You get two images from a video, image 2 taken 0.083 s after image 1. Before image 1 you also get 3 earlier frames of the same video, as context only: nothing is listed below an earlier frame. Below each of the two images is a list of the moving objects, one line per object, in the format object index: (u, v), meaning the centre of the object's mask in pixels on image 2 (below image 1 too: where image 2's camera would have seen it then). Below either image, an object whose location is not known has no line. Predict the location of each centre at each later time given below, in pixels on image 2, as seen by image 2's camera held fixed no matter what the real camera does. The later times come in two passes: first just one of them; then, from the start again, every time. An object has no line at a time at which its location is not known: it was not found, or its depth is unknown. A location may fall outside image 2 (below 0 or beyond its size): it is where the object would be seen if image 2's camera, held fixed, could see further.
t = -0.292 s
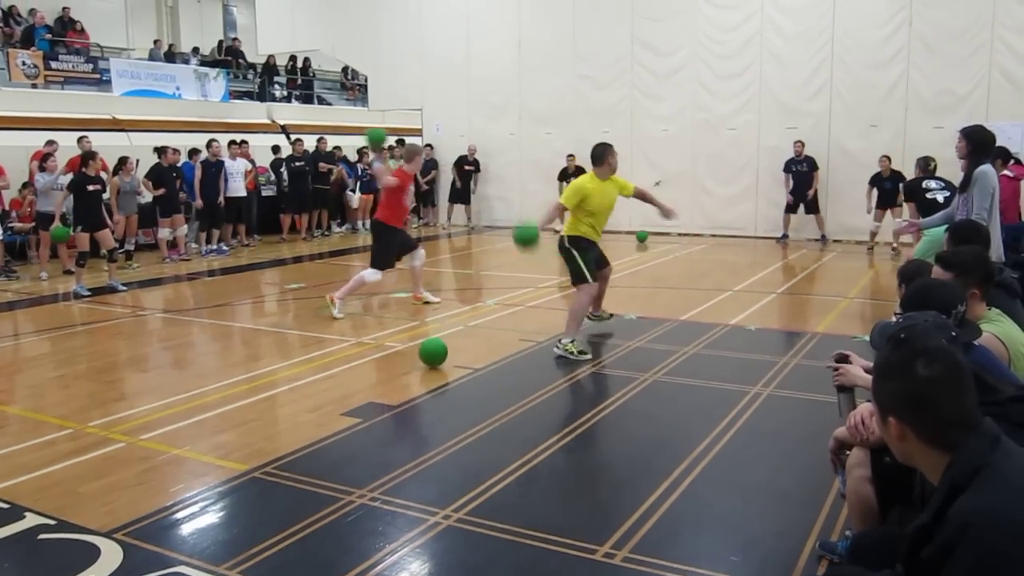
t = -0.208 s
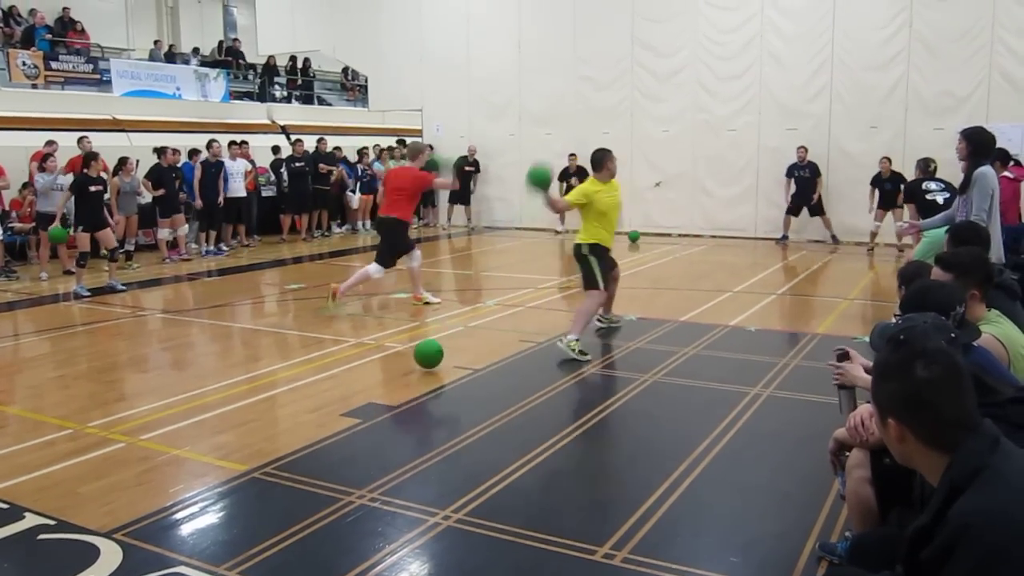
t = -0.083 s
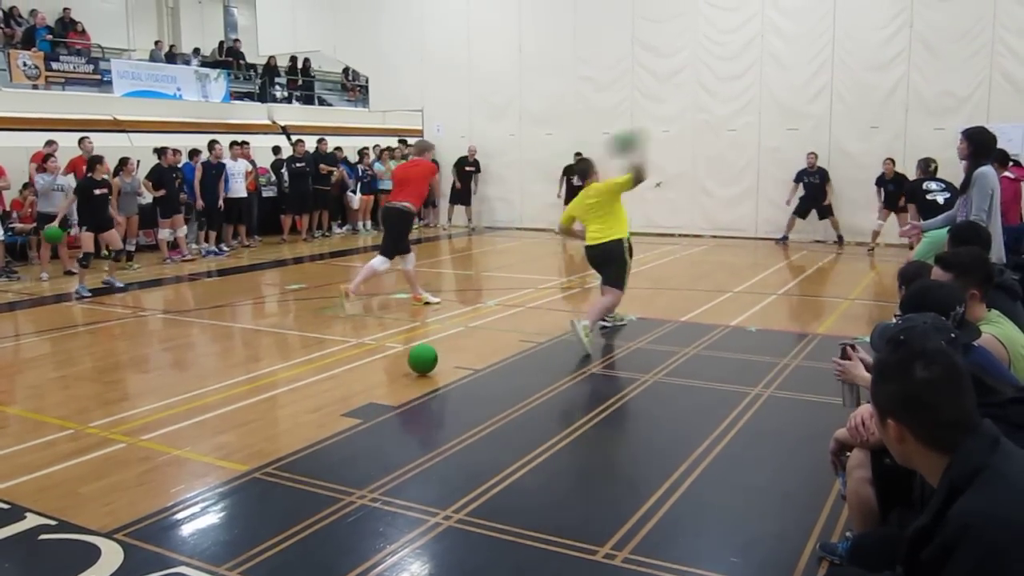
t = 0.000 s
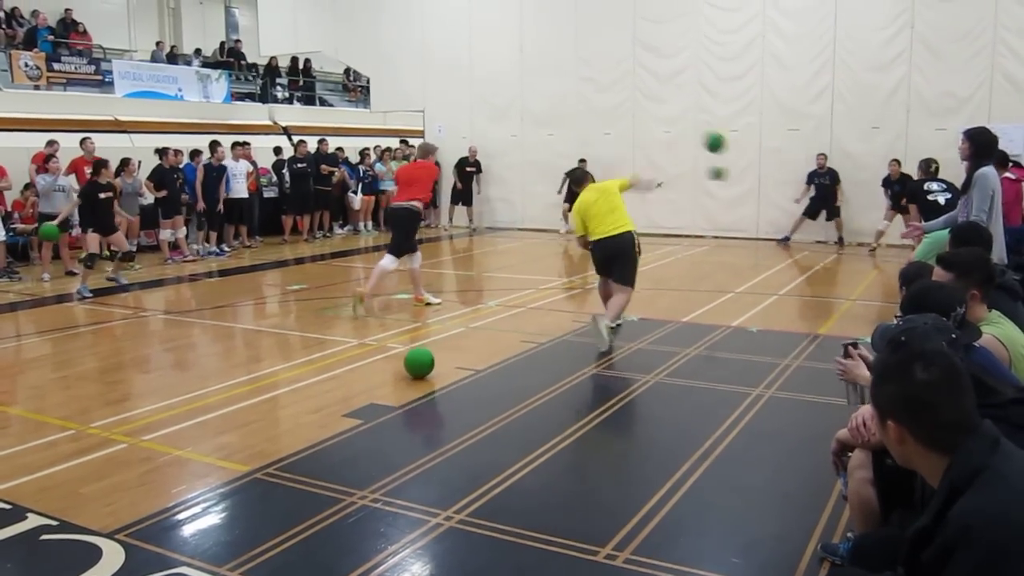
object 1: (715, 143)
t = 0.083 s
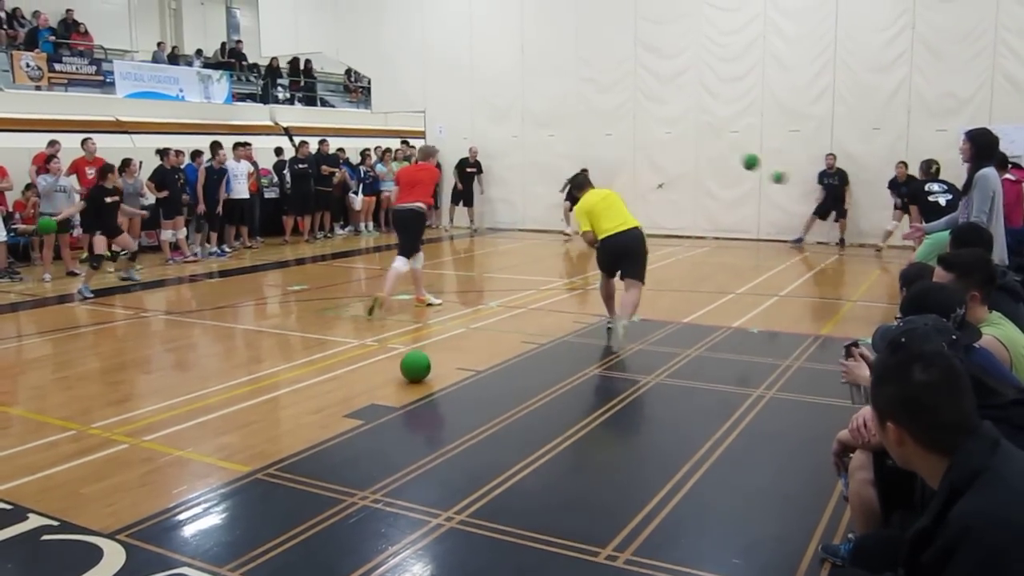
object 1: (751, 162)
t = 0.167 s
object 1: (772, 178)
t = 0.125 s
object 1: (763, 170)
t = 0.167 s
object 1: (772, 178)
